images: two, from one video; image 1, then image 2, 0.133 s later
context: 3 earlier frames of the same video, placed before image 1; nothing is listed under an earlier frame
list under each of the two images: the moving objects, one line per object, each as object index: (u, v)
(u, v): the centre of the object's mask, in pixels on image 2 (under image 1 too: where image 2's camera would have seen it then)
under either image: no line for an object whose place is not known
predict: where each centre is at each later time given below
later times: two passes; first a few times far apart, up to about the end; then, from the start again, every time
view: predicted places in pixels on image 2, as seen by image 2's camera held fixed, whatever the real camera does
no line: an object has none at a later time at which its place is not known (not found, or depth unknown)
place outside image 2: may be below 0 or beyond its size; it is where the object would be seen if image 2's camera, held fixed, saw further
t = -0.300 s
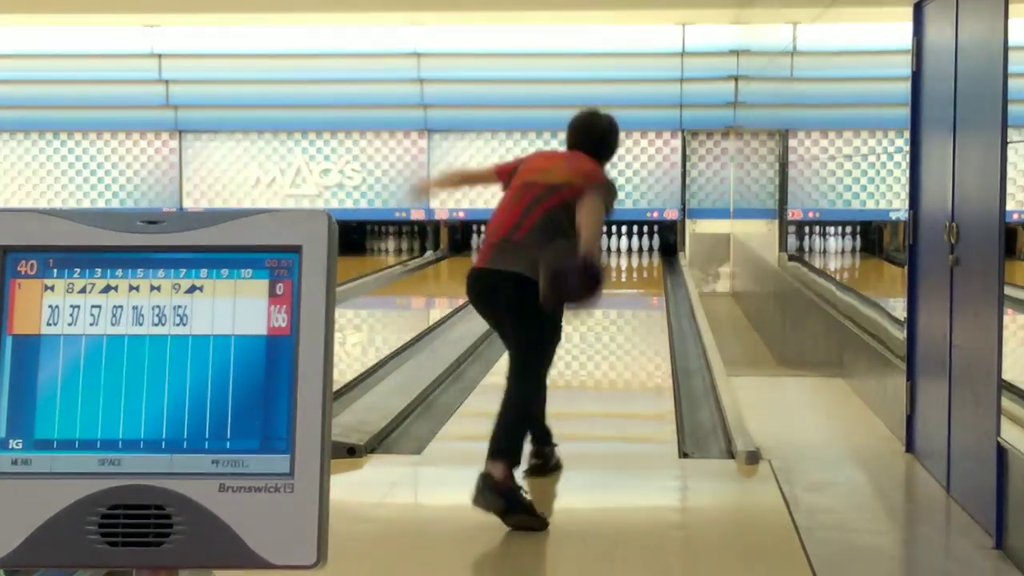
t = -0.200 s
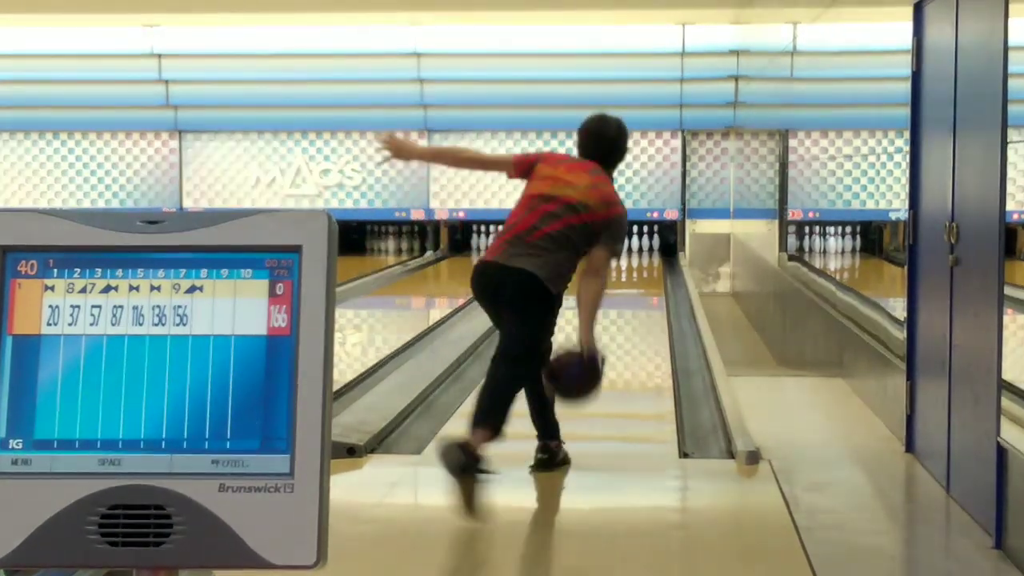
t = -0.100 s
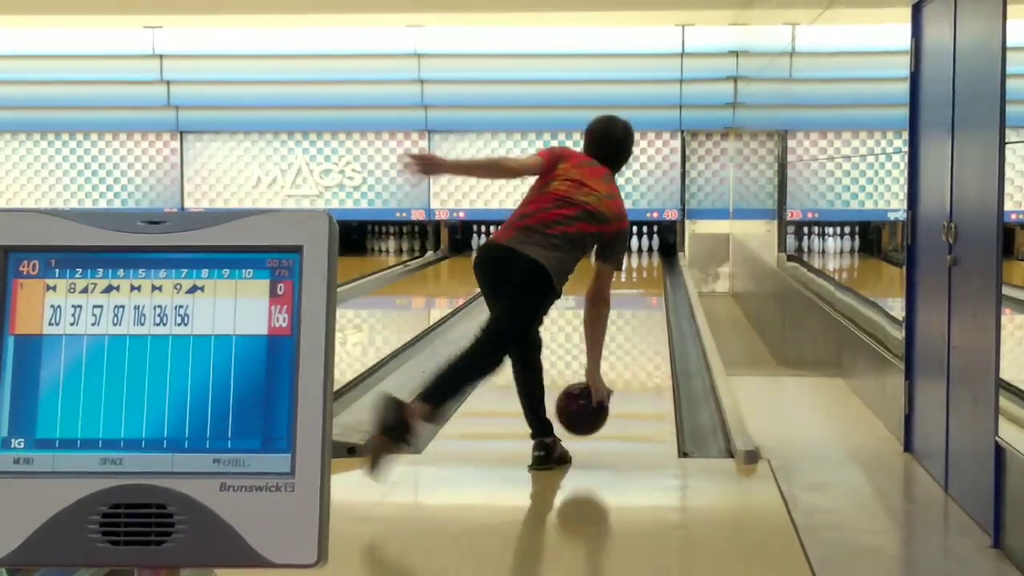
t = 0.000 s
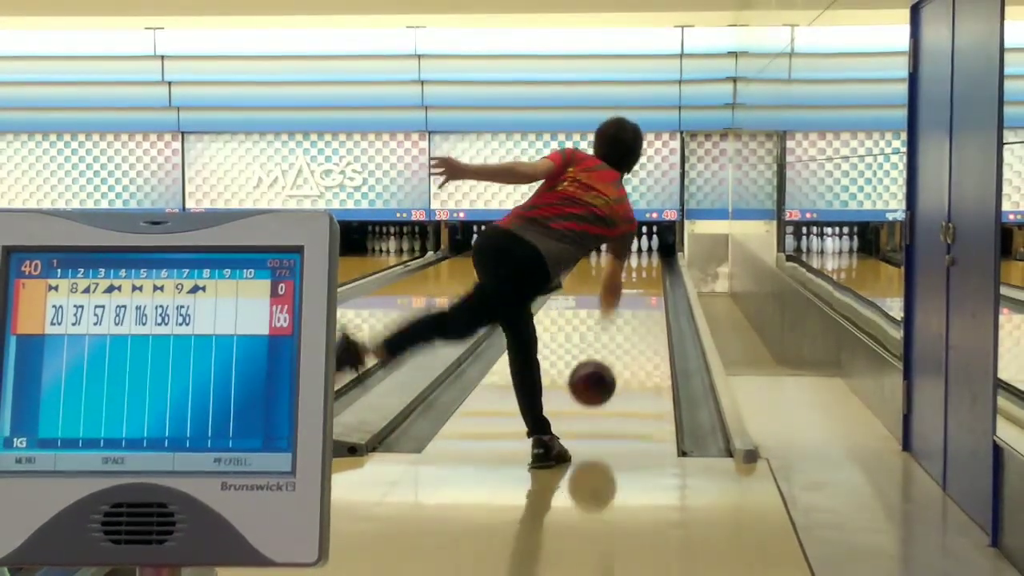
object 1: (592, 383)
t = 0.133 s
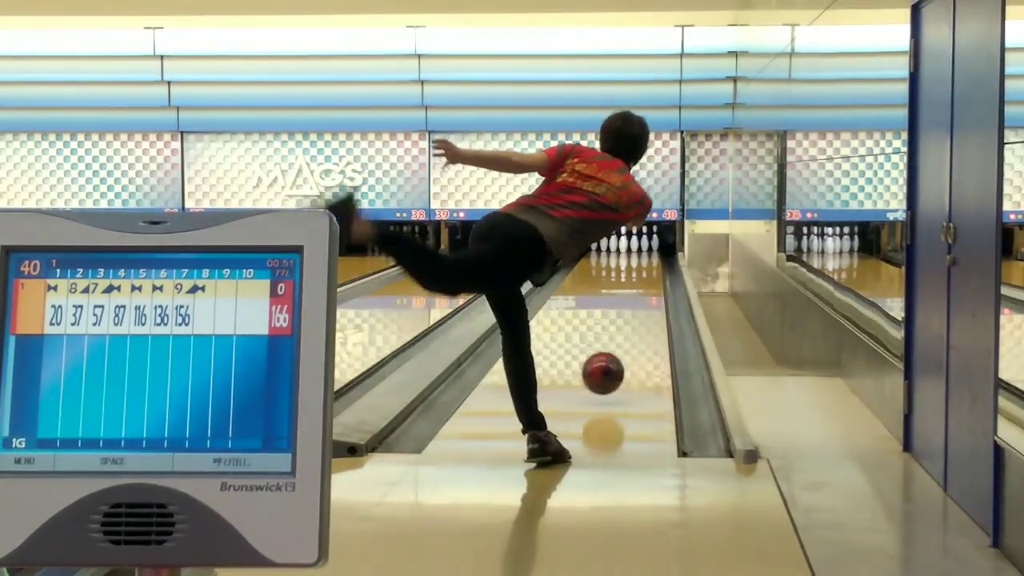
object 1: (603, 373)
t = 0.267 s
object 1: (611, 362)
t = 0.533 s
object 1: (624, 330)
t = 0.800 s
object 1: (632, 308)
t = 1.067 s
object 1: (638, 291)
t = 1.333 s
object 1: (643, 278)
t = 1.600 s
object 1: (644, 268)
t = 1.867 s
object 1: (642, 260)
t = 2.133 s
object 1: (637, 254)
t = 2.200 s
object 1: (635, 252)
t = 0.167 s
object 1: (605, 376)
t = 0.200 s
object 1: (607, 372)
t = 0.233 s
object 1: (609, 367)
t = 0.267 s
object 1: (611, 362)
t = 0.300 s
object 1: (613, 357)
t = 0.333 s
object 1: (615, 353)
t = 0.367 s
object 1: (616, 348)
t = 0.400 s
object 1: (618, 344)
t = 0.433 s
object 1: (619, 341)
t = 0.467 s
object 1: (621, 337)
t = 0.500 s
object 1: (622, 333)
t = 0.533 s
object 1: (624, 330)
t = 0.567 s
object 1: (625, 327)
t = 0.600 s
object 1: (626, 324)
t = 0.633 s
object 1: (627, 321)
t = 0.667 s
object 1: (628, 318)
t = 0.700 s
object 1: (629, 316)
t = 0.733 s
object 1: (634, 313)
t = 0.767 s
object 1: (631, 310)
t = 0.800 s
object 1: (632, 308)
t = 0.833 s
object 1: (633, 305)
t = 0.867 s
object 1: (634, 303)
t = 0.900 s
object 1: (635, 301)
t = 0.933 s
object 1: (636, 299)
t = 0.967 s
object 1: (636, 297)
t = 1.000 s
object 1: (637, 295)
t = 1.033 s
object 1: (638, 293)
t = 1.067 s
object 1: (638, 291)
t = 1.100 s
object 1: (639, 289)
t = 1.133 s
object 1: (640, 287)
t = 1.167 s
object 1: (640, 286)
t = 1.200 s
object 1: (641, 284)
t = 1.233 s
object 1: (642, 282)
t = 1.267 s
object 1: (642, 281)
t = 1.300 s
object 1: (643, 279)
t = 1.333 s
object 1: (643, 278)
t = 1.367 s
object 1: (643, 276)
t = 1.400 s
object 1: (644, 275)
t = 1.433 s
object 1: (644, 274)
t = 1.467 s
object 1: (644, 273)
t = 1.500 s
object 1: (644, 272)
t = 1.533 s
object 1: (644, 270)
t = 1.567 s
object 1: (644, 269)
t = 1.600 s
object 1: (644, 268)
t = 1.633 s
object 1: (643, 267)
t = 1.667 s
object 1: (643, 266)
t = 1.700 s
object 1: (644, 265)
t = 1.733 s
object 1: (643, 264)
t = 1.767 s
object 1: (643, 263)
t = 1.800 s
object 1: (642, 262)
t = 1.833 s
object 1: (642, 261)
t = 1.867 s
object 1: (642, 260)
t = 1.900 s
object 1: (641, 259)
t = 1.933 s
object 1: (641, 258)
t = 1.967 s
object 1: (640, 257)
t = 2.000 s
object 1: (640, 257)
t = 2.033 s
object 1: (639, 256)
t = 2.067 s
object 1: (638, 255)
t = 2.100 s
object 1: (638, 254)
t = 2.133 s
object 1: (637, 254)
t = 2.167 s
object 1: (636, 253)
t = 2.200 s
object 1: (635, 252)
